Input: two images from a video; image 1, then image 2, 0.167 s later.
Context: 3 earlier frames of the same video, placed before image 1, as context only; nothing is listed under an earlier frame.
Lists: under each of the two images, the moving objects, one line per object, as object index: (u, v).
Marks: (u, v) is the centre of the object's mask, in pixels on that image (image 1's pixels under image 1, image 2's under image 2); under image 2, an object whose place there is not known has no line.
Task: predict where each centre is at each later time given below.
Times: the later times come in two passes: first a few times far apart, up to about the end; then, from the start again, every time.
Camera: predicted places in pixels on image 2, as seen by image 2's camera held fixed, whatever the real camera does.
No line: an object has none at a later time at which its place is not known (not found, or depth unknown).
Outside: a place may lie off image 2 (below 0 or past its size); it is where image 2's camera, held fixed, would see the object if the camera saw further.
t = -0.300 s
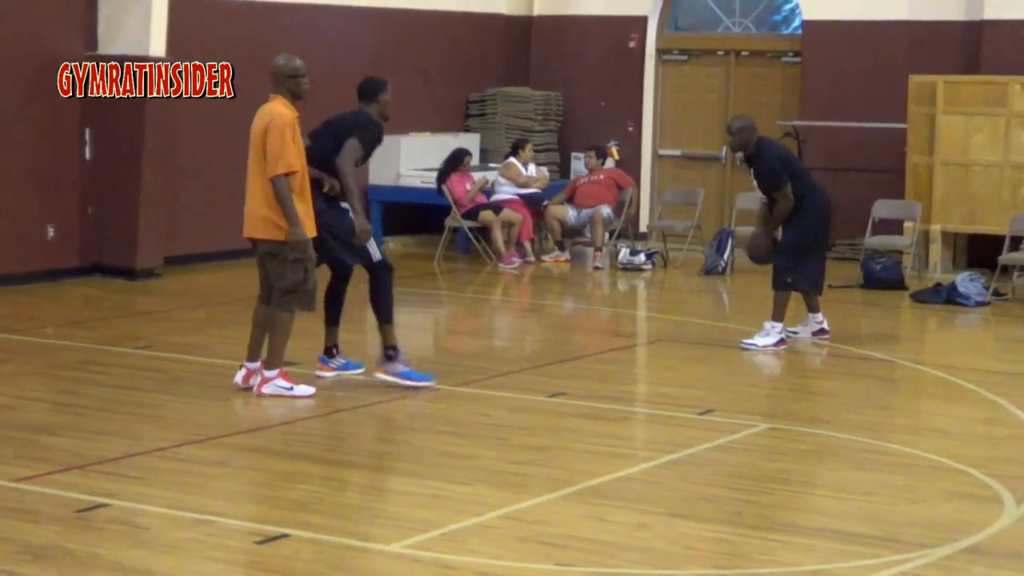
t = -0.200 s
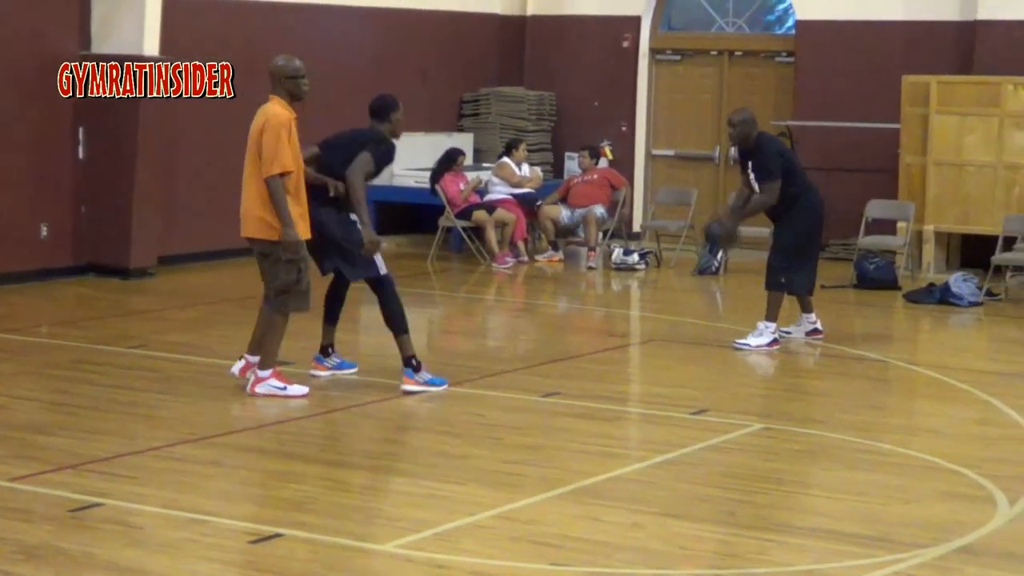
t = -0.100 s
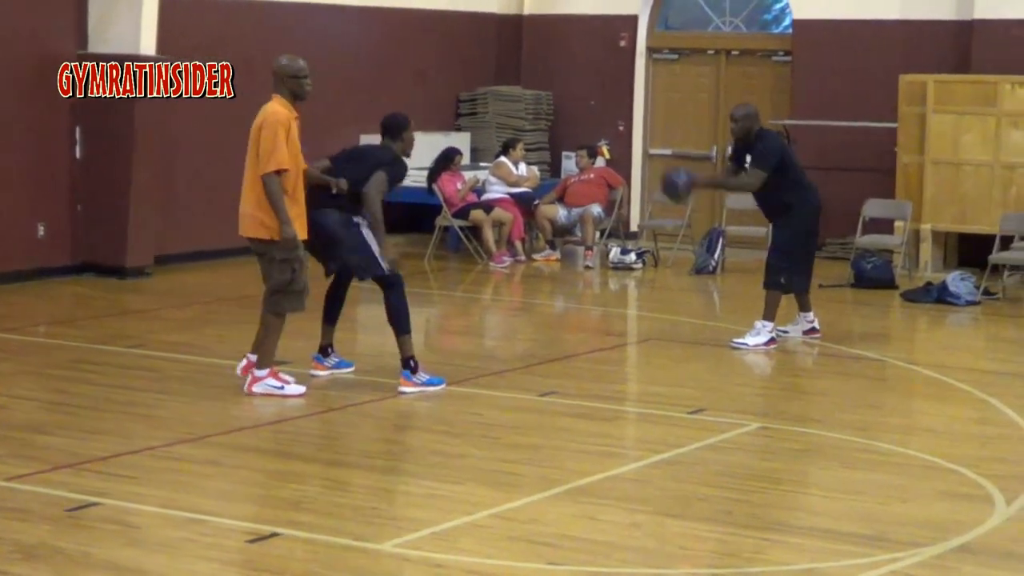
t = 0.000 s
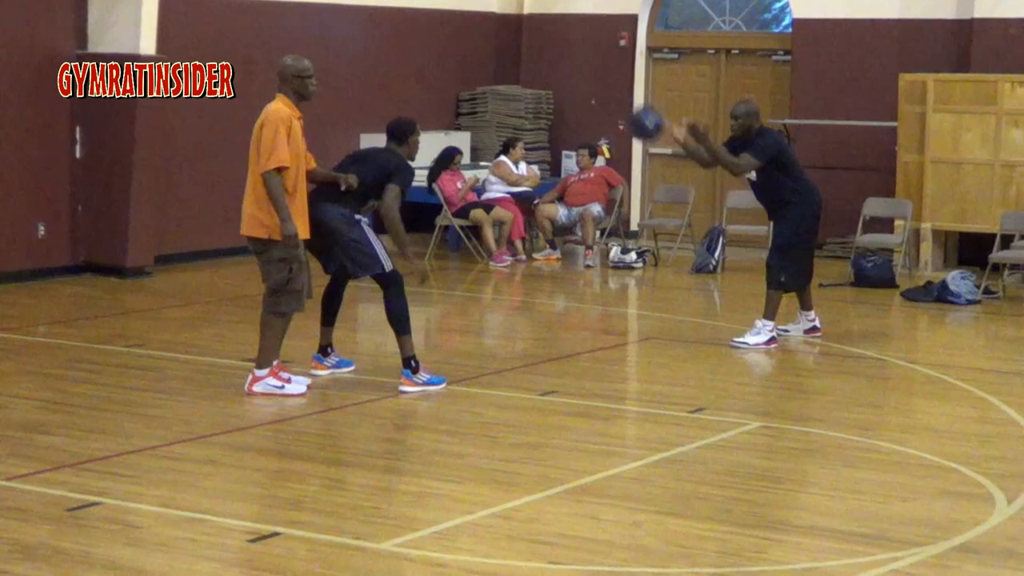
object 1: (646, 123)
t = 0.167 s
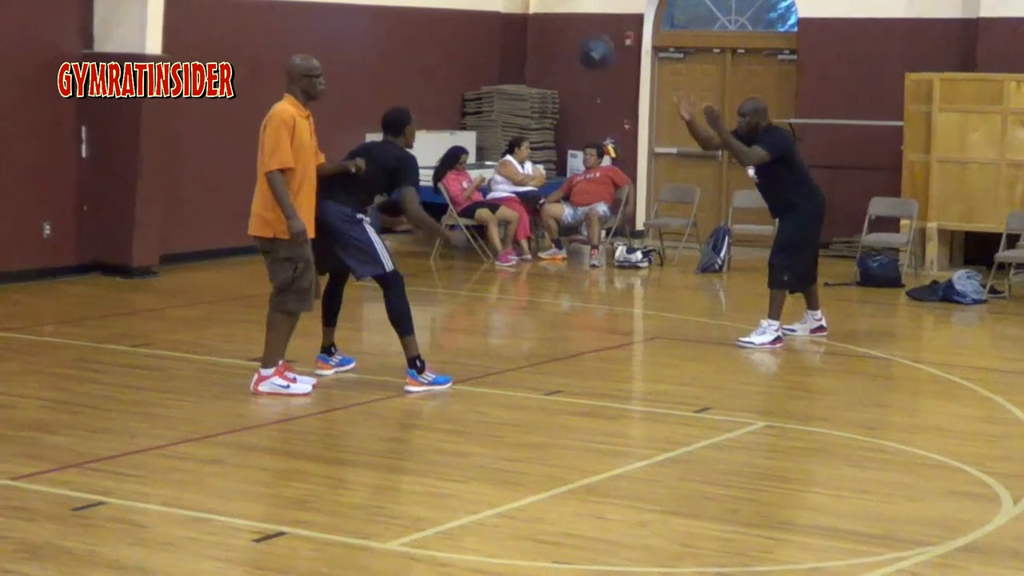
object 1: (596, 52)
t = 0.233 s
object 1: (571, 35)
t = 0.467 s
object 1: (483, 24)
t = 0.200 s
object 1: (583, 44)
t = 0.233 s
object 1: (571, 35)
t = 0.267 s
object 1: (558, 27)
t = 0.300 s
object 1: (546, 22)
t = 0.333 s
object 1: (535, 19)
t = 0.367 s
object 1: (522, 17)
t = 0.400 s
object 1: (510, 18)
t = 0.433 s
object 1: (497, 19)
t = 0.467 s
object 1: (483, 24)
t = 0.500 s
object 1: (470, 29)
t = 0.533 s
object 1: (456, 36)
